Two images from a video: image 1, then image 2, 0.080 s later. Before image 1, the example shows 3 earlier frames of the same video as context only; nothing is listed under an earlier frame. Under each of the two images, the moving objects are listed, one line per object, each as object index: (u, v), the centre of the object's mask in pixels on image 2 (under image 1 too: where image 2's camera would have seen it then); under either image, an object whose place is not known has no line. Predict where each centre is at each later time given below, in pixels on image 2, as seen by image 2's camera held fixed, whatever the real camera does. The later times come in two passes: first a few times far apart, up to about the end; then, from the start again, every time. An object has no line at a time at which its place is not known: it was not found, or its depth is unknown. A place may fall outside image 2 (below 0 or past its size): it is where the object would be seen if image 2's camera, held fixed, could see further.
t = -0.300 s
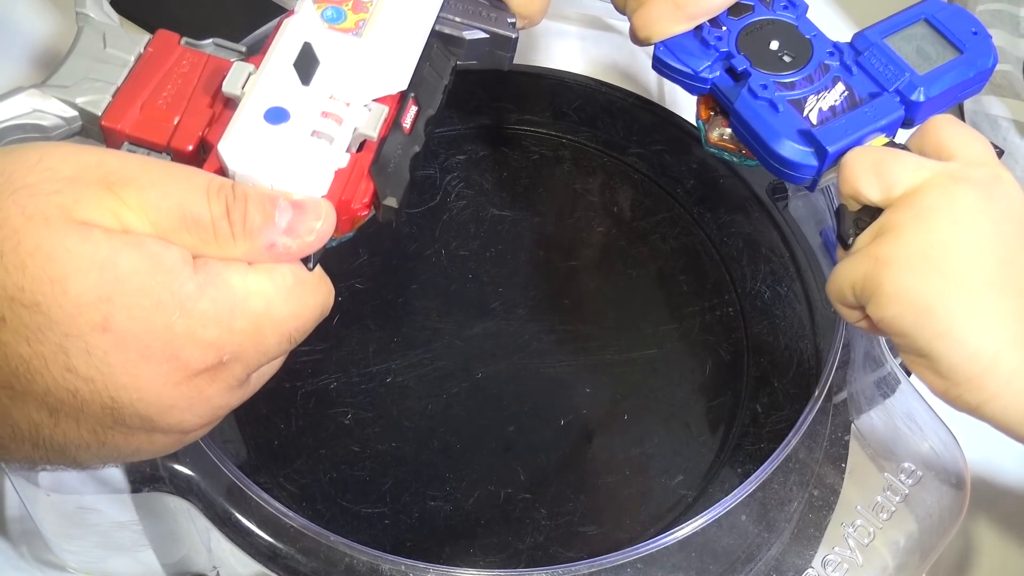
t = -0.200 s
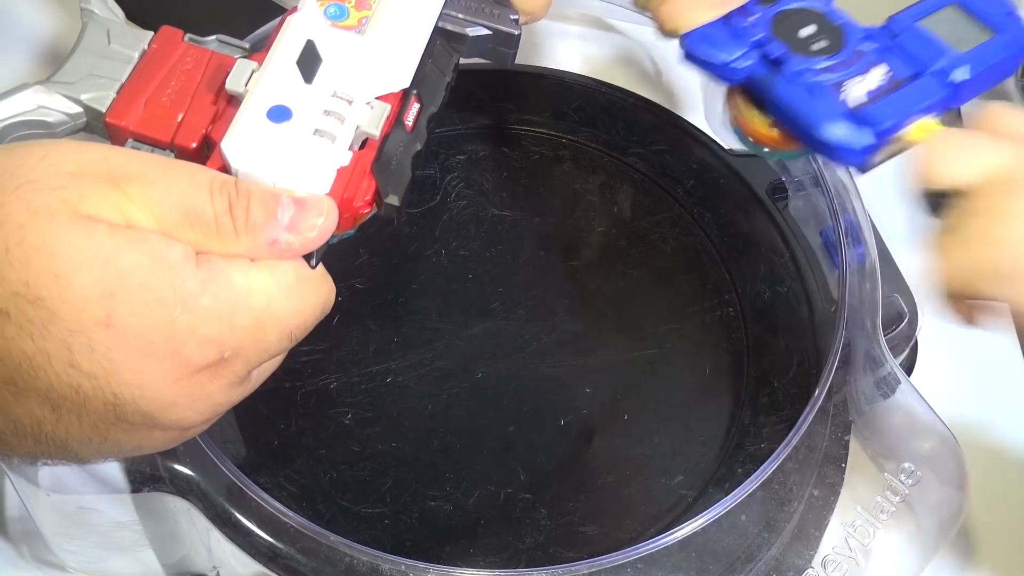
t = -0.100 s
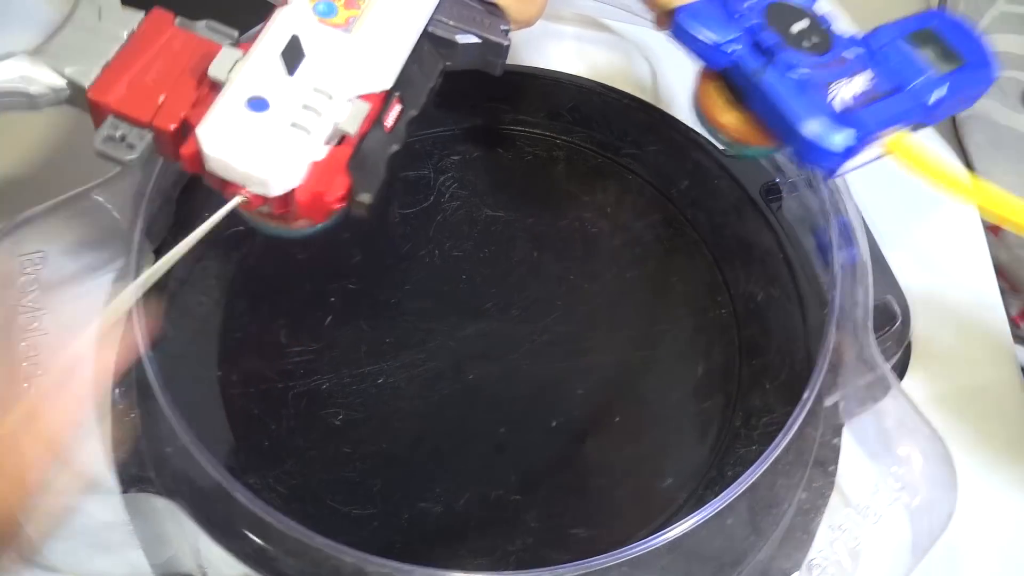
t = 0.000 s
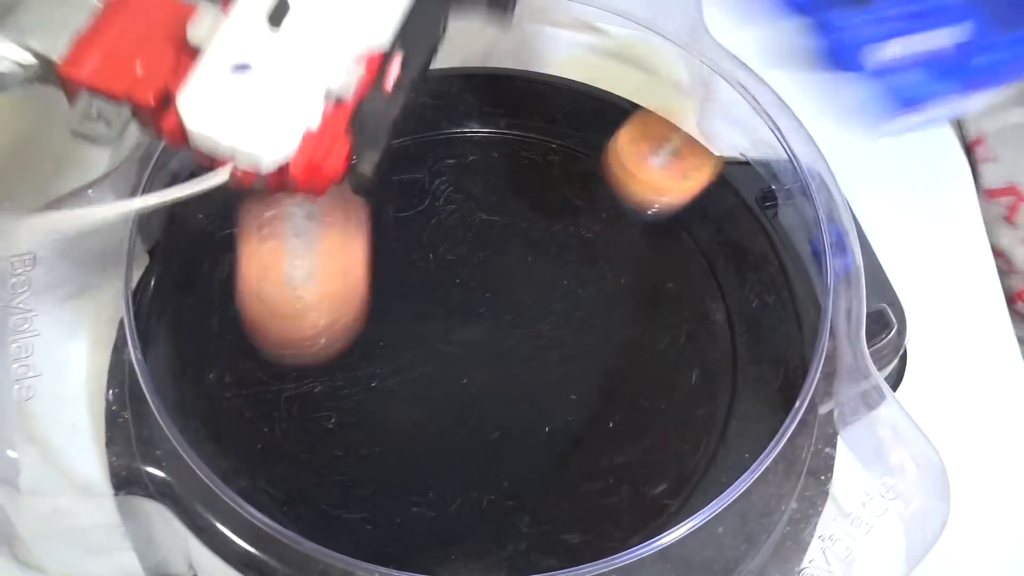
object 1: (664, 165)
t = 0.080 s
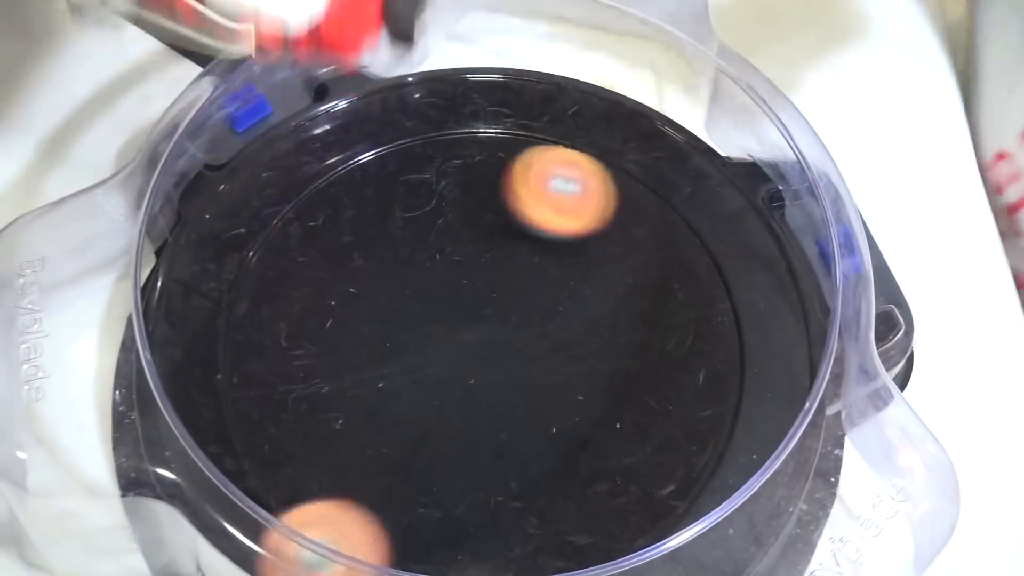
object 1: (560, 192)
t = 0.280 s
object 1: (316, 263)
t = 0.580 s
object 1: (343, 360)
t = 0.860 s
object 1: (447, 351)
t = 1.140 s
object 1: (504, 323)
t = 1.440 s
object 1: (540, 297)
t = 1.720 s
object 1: (540, 299)
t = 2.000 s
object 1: (538, 312)
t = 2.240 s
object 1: (533, 333)
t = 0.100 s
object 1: (530, 188)
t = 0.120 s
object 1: (501, 190)
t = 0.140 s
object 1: (471, 197)
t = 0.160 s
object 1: (441, 208)
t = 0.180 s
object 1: (413, 223)
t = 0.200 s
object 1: (388, 237)
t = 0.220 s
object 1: (368, 239)
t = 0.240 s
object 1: (351, 243)
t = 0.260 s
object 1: (334, 250)
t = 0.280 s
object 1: (316, 263)
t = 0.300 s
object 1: (301, 277)
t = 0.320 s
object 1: (291, 284)
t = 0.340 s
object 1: (284, 290)
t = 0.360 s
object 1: (278, 301)
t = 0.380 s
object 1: (275, 312)
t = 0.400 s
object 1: (276, 318)
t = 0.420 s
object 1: (278, 327)
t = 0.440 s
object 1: (282, 333)
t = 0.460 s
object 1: (288, 340)
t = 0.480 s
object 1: (296, 345)
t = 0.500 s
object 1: (304, 349)
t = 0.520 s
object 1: (313, 353)
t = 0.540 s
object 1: (323, 356)
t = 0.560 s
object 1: (332, 358)
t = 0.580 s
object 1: (343, 360)
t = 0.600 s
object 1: (353, 361)
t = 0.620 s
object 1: (361, 362)
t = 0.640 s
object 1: (371, 362)
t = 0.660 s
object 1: (379, 362)
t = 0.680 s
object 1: (388, 362)
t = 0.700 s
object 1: (396, 361)
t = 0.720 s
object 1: (404, 362)
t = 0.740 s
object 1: (412, 361)
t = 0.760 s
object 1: (418, 359)
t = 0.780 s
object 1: (425, 358)
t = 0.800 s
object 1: (431, 356)
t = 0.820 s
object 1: (436, 354)
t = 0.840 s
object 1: (442, 352)
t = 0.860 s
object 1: (447, 351)
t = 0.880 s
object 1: (452, 349)
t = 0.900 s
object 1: (456, 348)
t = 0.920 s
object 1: (460, 346)
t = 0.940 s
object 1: (464, 344)
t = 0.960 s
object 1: (468, 343)
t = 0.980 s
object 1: (472, 340)
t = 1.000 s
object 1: (476, 339)
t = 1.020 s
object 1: (481, 336)
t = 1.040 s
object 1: (484, 334)
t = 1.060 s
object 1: (489, 332)
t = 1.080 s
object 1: (493, 330)
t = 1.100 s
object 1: (497, 328)
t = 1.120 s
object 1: (500, 325)
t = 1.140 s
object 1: (504, 323)
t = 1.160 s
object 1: (508, 321)
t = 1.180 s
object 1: (511, 319)
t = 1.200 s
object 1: (515, 317)
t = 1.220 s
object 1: (518, 315)
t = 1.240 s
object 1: (521, 313)
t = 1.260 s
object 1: (523, 311)
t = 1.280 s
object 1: (525, 308)
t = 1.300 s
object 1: (527, 306)
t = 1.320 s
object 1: (530, 304)
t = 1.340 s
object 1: (532, 303)
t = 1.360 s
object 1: (534, 302)
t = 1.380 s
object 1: (535, 300)
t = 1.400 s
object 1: (537, 299)
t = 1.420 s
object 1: (538, 298)
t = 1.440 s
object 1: (540, 297)
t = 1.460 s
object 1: (541, 296)
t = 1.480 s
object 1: (542, 296)
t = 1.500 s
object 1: (542, 296)
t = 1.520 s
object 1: (543, 296)
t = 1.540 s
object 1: (542, 296)
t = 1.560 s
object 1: (541, 297)
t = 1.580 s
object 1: (540, 296)
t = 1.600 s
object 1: (539, 296)
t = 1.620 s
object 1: (538, 295)
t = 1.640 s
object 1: (539, 296)
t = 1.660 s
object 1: (539, 296)
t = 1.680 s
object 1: (540, 297)
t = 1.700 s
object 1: (540, 298)
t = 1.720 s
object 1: (540, 299)
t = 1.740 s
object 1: (541, 300)
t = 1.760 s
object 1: (541, 300)
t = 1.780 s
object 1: (540, 300)
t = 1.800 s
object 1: (541, 301)
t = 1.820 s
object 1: (540, 302)
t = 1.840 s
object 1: (540, 303)
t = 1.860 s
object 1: (540, 304)
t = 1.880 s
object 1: (540, 305)
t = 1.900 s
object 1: (540, 306)
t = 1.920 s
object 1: (540, 307)
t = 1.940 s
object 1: (539, 309)
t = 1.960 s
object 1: (539, 309)
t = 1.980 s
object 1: (538, 310)
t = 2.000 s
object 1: (538, 312)
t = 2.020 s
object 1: (538, 314)
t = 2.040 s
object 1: (538, 315)
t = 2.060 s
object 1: (537, 318)
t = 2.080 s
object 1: (537, 318)
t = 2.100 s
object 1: (536, 320)
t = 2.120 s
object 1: (536, 321)
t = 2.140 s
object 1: (535, 323)
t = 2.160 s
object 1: (534, 325)
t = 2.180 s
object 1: (534, 327)
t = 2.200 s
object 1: (534, 329)
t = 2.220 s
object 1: (534, 331)
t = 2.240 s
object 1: (533, 333)
